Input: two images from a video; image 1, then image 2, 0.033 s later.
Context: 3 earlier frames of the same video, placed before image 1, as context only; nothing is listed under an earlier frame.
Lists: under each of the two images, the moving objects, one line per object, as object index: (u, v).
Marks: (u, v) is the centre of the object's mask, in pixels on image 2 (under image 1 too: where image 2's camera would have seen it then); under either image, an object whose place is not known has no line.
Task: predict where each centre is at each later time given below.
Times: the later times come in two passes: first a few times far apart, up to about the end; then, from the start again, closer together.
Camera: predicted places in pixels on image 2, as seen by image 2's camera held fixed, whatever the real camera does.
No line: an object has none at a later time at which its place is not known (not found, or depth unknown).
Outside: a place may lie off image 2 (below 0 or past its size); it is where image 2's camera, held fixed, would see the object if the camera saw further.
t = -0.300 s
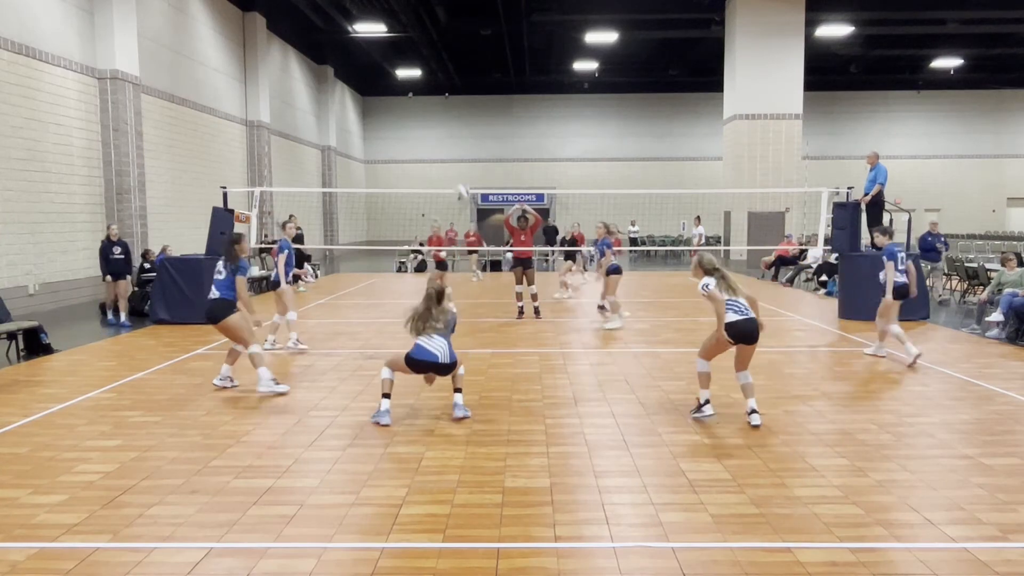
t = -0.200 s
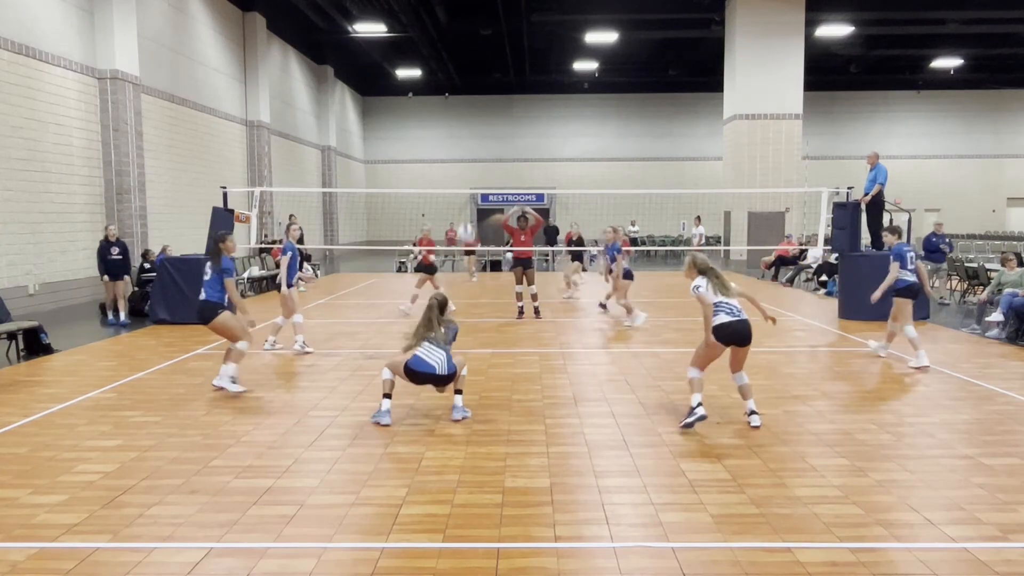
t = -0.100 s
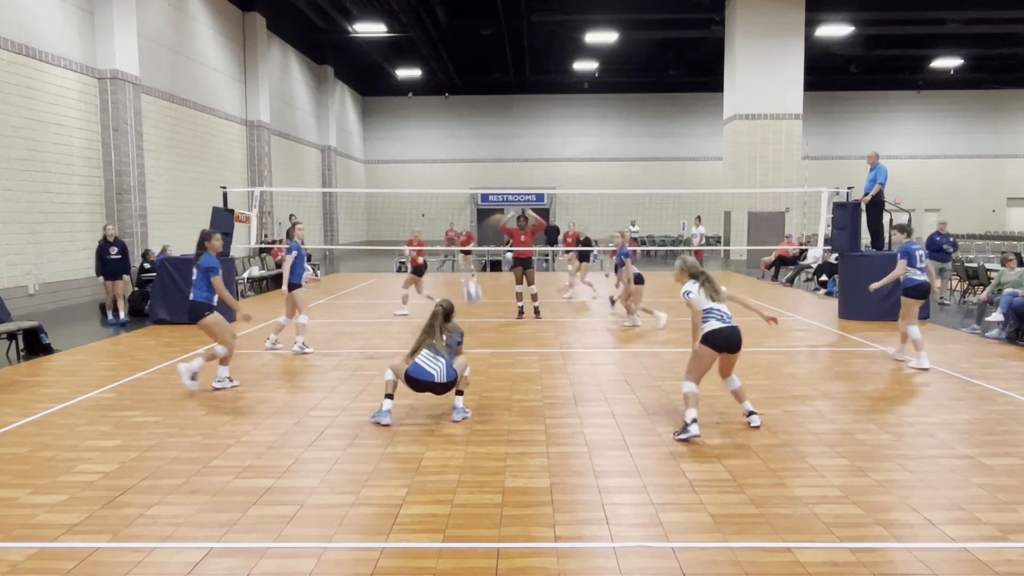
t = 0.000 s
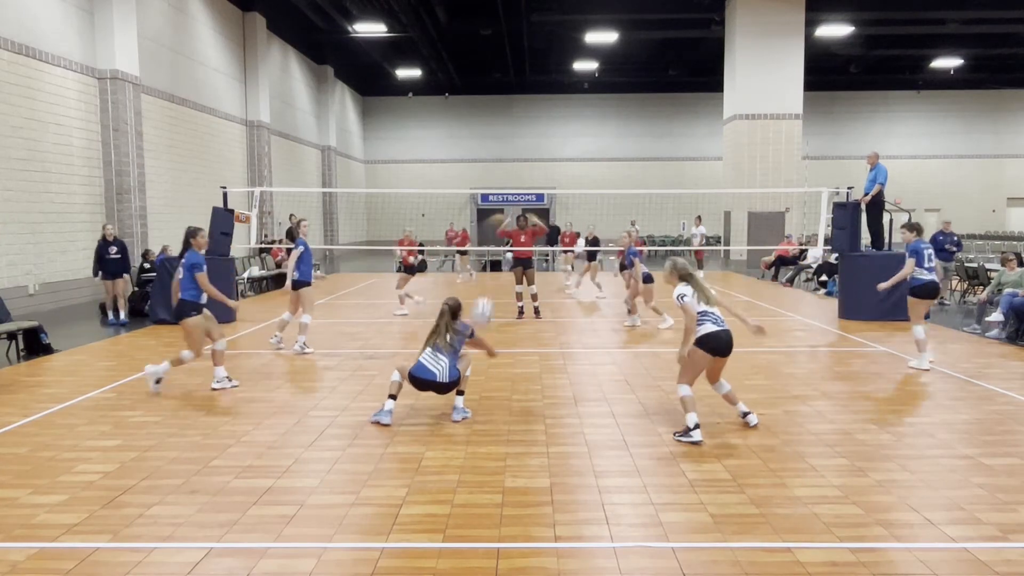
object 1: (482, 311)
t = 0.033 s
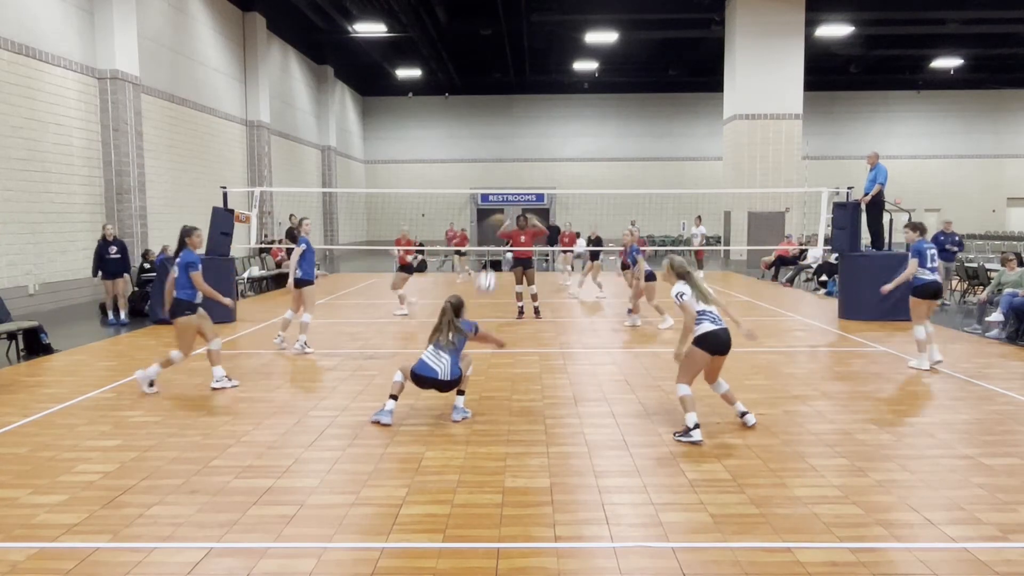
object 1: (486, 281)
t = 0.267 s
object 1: (513, 135)
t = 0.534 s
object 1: (536, 59)
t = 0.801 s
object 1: (555, 50)
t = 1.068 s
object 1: (571, 94)
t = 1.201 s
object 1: (578, 131)
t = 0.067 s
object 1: (491, 258)
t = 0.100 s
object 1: (494, 233)
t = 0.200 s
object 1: (505, 170)
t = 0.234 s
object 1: (510, 152)
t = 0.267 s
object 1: (513, 135)
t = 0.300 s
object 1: (516, 122)
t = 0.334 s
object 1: (519, 109)
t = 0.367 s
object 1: (522, 96)
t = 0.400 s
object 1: (526, 87)
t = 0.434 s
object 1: (528, 79)
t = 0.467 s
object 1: (531, 71)
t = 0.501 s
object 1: (534, 64)
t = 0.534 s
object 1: (536, 59)
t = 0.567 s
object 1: (539, 54)
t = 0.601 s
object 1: (541, 50)
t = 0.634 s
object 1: (544, 48)
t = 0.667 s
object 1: (546, 47)
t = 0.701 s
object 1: (548, 46)
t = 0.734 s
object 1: (550, 46)
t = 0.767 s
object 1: (553, 48)
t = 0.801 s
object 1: (555, 50)
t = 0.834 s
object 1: (557, 53)
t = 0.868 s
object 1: (559, 57)
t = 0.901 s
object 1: (561, 61)
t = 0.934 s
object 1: (563, 67)
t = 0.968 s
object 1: (565, 72)
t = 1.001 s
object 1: (567, 79)
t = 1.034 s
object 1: (569, 86)
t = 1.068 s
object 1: (571, 94)
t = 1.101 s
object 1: (572, 102)
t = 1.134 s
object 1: (575, 110)
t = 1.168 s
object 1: (576, 121)
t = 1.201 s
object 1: (578, 131)
